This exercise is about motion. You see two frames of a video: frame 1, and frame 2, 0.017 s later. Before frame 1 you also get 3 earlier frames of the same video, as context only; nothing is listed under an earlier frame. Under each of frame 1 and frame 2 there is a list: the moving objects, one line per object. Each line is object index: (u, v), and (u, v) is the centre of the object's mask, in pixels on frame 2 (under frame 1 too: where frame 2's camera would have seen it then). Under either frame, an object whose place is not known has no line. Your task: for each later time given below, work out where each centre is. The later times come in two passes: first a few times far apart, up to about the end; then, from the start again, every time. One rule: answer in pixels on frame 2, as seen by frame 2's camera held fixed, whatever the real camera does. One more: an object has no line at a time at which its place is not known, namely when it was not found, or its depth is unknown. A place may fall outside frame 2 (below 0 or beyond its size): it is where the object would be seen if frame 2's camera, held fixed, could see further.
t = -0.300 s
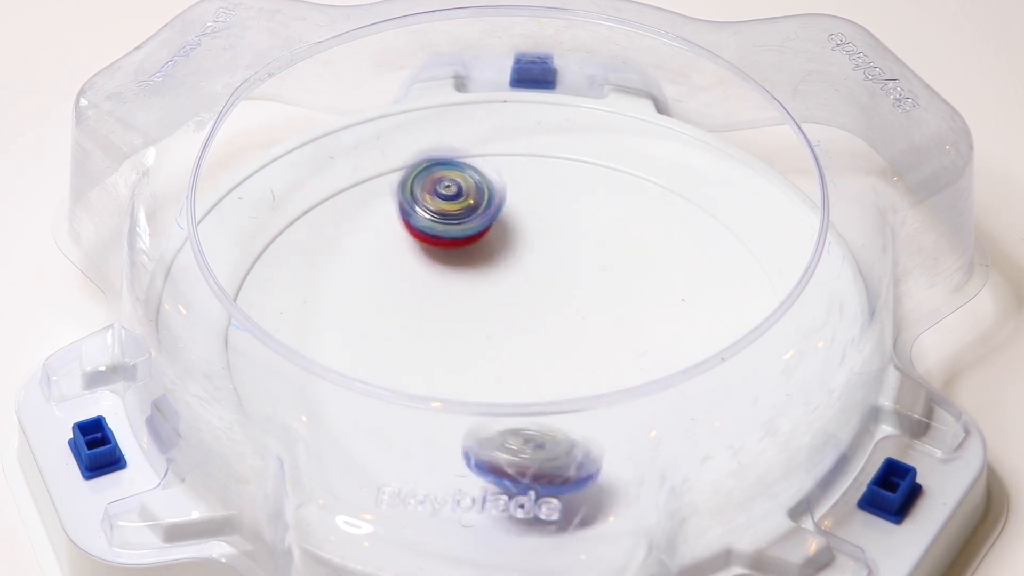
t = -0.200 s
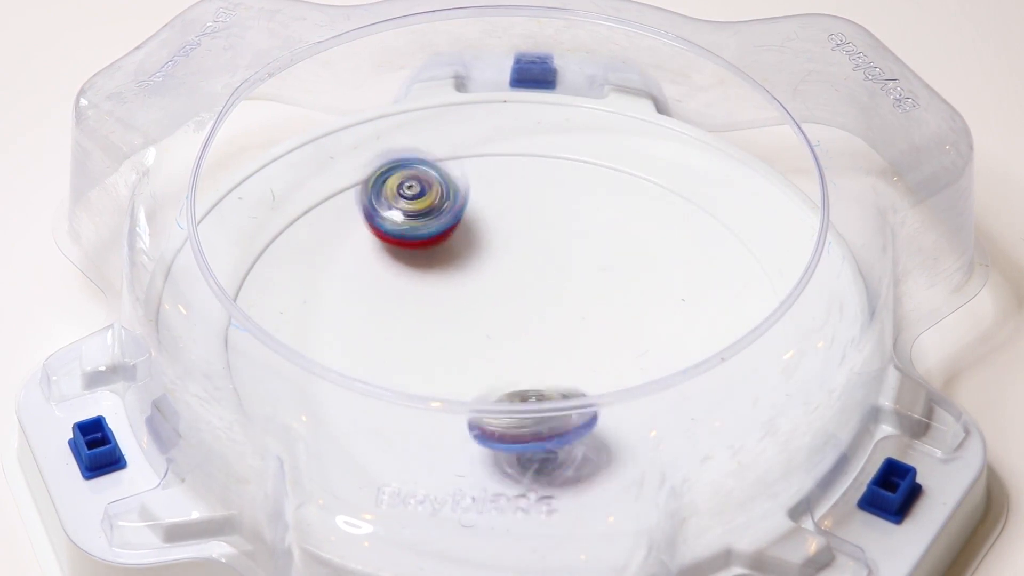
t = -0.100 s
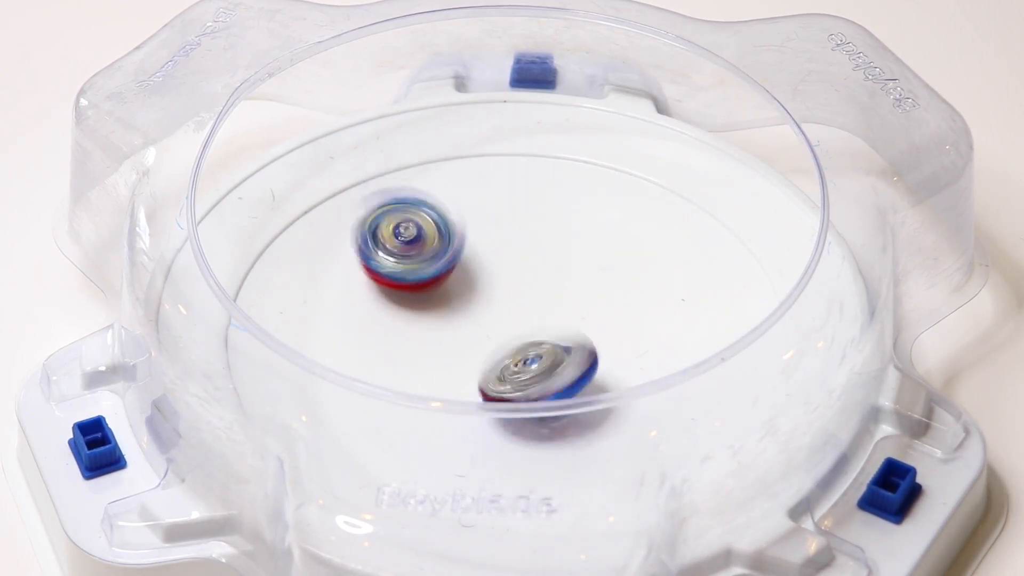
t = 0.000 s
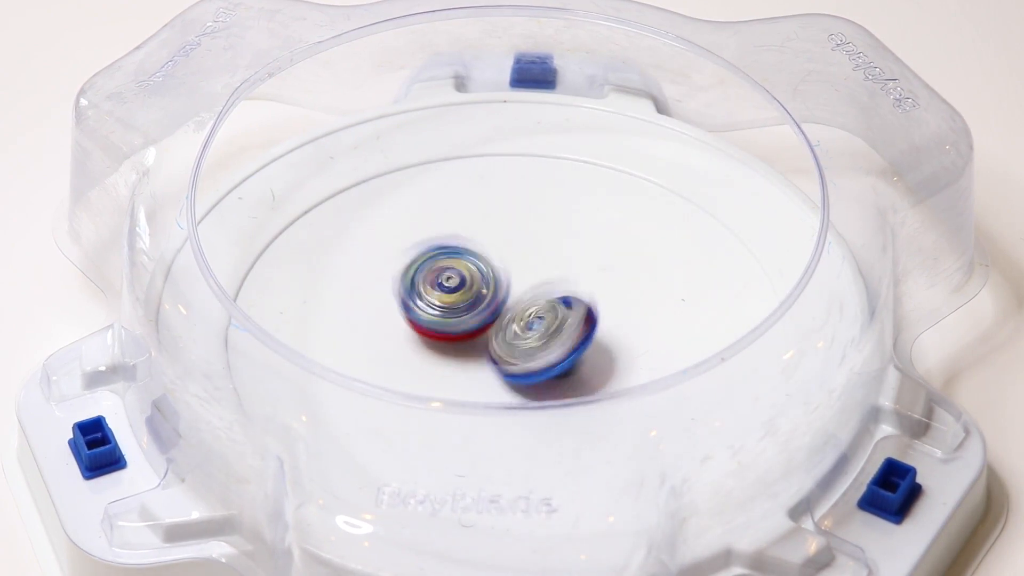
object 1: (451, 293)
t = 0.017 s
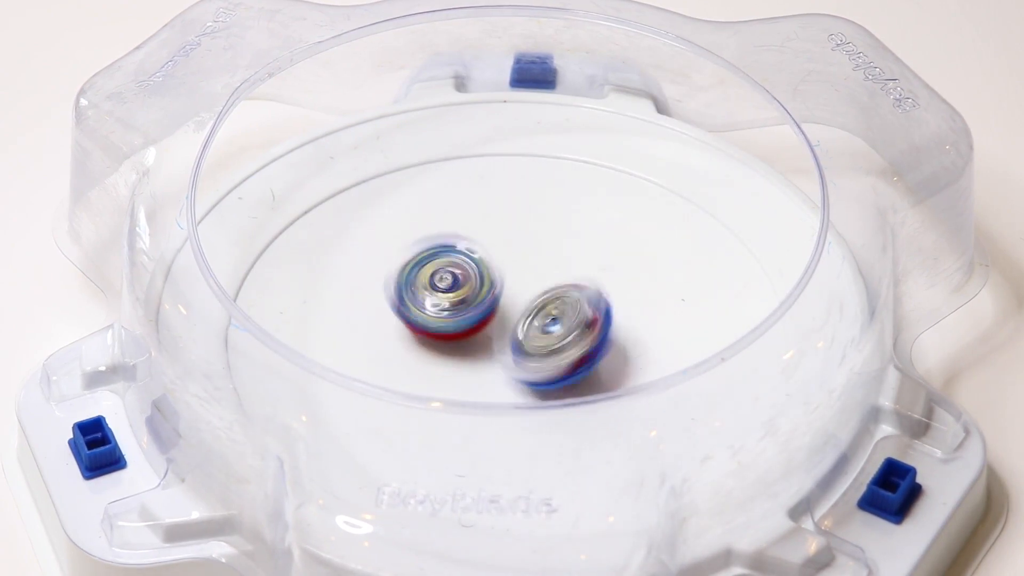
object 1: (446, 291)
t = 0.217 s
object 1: (508, 321)
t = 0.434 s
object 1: (376, 313)
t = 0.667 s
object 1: (338, 331)
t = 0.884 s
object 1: (400, 336)
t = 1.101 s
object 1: (406, 314)
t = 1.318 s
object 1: (466, 279)
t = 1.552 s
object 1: (510, 255)
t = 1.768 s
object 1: (510, 197)
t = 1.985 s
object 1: (481, 219)
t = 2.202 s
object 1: (468, 295)
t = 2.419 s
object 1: (409, 308)
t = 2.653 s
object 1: (388, 321)
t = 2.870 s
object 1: (389, 297)
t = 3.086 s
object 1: (437, 283)
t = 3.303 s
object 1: (477, 283)
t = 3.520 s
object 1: (476, 289)
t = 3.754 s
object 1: (479, 289)
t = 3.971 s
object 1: (500, 303)
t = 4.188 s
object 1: (525, 298)
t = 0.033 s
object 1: (443, 291)
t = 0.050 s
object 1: (443, 290)
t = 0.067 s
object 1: (444, 293)
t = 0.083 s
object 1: (446, 295)
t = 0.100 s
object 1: (450, 299)
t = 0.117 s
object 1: (455, 302)
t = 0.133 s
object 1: (463, 306)
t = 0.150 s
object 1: (471, 310)
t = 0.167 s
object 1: (479, 314)
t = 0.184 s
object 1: (488, 317)
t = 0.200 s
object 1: (499, 319)
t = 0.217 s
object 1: (508, 321)
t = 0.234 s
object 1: (501, 319)
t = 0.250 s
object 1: (490, 321)
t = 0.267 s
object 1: (474, 319)
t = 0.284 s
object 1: (463, 321)
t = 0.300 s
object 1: (451, 318)
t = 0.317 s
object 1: (439, 318)
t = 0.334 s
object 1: (428, 316)
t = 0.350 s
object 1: (418, 318)
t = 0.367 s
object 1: (411, 318)
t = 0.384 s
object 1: (401, 316)
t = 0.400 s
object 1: (393, 315)
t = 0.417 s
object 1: (385, 313)
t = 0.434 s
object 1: (376, 313)
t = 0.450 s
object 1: (367, 311)
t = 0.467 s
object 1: (358, 312)
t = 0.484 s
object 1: (350, 312)
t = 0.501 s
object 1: (342, 312)
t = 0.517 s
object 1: (337, 314)
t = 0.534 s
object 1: (332, 314)
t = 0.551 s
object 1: (329, 317)
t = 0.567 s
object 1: (326, 317)
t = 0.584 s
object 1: (324, 319)
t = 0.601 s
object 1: (324, 321)
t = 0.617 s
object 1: (325, 323)
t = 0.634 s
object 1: (329, 327)
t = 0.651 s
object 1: (333, 327)
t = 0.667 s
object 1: (338, 331)
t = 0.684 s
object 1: (344, 331)
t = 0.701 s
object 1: (348, 333)
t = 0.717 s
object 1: (356, 337)
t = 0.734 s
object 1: (365, 339)
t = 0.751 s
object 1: (376, 342)
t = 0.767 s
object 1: (388, 344)
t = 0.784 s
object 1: (398, 344)
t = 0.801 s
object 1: (405, 342)
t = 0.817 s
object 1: (401, 344)
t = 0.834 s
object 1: (401, 342)
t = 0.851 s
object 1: (400, 340)
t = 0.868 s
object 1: (399, 340)
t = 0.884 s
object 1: (400, 336)
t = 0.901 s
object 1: (397, 335)
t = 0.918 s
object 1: (396, 334)
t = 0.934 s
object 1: (395, 333)
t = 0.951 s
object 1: (395, 330)
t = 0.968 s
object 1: (395, 328)
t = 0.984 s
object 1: (394, 325)
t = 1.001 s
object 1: (392, 325)
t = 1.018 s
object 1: (395, 322)
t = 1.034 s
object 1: (396, 320)
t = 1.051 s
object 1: (400, 319)
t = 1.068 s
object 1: (400, 316)
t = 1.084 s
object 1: (402, 315)
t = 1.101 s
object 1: (406, 314)
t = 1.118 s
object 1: (409, 311)
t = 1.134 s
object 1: (413, 309)
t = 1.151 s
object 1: (417, 306)
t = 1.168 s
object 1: (421, 305)
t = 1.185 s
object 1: (428, 302)
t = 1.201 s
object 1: (433, 299)
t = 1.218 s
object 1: (436, 296)
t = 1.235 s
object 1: (440, 295)
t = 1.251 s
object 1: (446, 292)
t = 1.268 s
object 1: (452, 290)
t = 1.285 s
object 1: (457, 286)
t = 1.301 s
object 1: (461, 283)
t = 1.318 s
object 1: (466, 279)
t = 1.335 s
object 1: (472, 277)
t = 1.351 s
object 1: (476, 273)
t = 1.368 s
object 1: (480, 270)
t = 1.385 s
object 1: (484, 267)
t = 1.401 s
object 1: (487, 265)
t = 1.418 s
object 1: (491, 263)
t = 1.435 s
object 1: (492, 260)
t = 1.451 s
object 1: (494, 259)
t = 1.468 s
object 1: (498, 258)
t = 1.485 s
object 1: (501, 256)
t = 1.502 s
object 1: (505, 256)
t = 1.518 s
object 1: (505, 254)
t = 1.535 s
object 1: (506, 253)
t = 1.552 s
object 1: (510, 255)
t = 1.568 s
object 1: (510, 253)
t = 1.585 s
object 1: (512, 254)
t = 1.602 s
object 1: (513, 253)
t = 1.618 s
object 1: (517, 248)
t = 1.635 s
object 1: (517, 241)
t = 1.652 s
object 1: (517, 233)
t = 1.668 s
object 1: (516, 227)
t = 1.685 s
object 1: (515, 220)
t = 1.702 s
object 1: (514, 216)
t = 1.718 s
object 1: (513, 210)
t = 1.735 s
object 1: (512, 205)
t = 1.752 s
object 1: (510, 202)
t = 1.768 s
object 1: (510, 197)
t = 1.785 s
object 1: (507, 194)
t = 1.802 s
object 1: (504, 192)
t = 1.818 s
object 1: (502, 190)
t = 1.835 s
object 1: (499, 189)
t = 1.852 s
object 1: (496, 190)
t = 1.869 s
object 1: (494, 190)
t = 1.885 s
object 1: (491, 192)
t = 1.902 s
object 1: (489, 194)
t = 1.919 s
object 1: (487, 197)
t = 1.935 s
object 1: (485, 201)
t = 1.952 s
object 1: (484, 207)
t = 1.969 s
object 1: (483, 213)
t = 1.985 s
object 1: (481, 219)
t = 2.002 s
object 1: (480, 226)
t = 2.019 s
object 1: (481, 232)
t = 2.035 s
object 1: (480, 239)
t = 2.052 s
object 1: (480, 246)
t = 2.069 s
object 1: (480, 253)
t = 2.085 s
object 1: (479, 259)
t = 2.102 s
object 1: (478, 265)
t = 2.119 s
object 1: (478, 271)
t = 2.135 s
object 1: (477, 278)
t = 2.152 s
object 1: (475, 284)
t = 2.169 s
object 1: (473, 287)
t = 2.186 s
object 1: (472, 292)
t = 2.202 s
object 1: (468, 295)
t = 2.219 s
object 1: (468, 294)
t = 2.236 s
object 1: (462, 294)
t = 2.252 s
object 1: (458, 293)
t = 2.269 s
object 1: (455, 292)
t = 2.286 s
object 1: (450, 294)
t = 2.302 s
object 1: (447, 295)
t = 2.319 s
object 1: (441, 295)
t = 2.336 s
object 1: (436, 298)
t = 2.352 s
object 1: (430, 299)
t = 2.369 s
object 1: (422, 301)
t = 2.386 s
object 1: (418, 304)
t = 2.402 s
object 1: (413, 306)
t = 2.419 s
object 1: (409, 308)
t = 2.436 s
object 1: (407, 312)
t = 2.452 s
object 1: (401, 314)
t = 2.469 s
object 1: (398, 315)
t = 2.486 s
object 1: (395, 316)
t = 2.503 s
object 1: (394, 317)
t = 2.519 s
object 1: (391, 316)
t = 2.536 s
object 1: (387, 317)
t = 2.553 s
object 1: (387, 317)
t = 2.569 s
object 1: (384, 318)
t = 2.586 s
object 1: (385, 318)
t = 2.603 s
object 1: (384, 318)
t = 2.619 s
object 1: (386, 320)
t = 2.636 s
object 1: (386, 320)
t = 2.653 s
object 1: (388, 321)
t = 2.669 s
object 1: (392, 323)
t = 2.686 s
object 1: (394, 324)
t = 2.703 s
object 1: (396, 323)
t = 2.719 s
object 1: (390, 319)
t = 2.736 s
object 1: (388, 316)
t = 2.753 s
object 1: (385, 313)
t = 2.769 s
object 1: (386, 311)
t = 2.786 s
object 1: (383, 309)
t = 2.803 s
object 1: (384, 306)
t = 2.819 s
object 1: (383, 304)
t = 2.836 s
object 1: (384, 301)
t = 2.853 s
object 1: (385, 299)
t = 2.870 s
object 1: (389, 297)
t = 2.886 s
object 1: (391, 296)
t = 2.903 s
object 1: (394, 295)
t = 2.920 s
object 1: (397, 295)
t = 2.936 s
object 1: (400, 293)
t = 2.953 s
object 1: (402, 293)
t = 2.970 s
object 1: (407, 292)
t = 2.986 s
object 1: (414, 292)
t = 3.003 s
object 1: (421, 291)
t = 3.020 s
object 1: (428, 293)
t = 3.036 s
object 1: (432, 290)
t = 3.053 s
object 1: (433, 289)
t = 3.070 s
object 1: (434, 285)
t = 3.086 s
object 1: (437, 283)
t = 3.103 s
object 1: (439, 280)
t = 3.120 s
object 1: (444, 278)
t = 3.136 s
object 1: (447, 277)
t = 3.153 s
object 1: (451, 276)
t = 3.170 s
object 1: (453, 276)
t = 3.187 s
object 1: (456, 276)
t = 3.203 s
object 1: (458, 276)
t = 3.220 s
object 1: (462, 276)
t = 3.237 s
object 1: (465, 277)
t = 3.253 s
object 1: (468, 278)
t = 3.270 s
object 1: (471, 281)
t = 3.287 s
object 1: (474, 281)
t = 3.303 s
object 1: (477, 283)
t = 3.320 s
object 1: (479, 286)
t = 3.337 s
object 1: (482, 287)
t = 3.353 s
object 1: (480, 288)
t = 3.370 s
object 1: (480, 287)
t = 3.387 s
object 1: (480, 287)
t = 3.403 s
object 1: (480, 287)
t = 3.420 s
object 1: (481, 286)
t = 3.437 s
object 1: (482, 287)
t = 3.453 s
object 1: (485, 288)
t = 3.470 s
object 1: (485, 287)
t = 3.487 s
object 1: (483, 288)
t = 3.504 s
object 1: (479, 288)
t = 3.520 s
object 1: (476, 289)
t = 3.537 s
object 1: (477, 289)
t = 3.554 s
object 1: (477, 290)
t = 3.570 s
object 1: (477, 288)
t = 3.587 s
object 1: (479, 288)
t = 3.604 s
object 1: (482, 290)
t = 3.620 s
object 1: (483, 290)
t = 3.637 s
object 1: (484, 291)
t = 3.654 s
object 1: (484, 291)
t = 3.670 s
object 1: (484, 293)
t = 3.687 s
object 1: (484, 294)
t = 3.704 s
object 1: (480, 295)
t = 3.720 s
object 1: (478, 291)
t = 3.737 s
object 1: (478, 291)
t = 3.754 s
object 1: (479, 289)
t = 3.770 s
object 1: (481, 285)
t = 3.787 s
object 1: (485, 283)
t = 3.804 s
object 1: (488, 282)
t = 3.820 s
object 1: (491, 282)
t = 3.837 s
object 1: (494, 282)
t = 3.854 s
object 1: (498, 282)
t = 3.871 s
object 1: (500, 284)
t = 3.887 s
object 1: (502, 286)
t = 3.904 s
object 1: (502, 288)
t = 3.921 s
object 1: (504, 291)
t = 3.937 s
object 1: (504, 296)
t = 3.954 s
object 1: (501, 300)
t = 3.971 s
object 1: (500, 303)
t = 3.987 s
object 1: (498, 305)
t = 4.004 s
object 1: (497, 305)
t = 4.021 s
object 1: (500, 303)
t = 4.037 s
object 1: (503, 302)
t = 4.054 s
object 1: (507, 303)
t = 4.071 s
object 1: (511, 303)
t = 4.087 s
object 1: (514, 302)
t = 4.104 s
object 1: (516, 301)
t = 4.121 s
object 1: (519, 300)
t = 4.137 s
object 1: (521, 299)
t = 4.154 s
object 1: (523, 299)
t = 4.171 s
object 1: (524, 298)
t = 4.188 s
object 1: (525, 298)
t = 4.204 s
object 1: (524, 297)
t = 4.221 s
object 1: (524, 297)
